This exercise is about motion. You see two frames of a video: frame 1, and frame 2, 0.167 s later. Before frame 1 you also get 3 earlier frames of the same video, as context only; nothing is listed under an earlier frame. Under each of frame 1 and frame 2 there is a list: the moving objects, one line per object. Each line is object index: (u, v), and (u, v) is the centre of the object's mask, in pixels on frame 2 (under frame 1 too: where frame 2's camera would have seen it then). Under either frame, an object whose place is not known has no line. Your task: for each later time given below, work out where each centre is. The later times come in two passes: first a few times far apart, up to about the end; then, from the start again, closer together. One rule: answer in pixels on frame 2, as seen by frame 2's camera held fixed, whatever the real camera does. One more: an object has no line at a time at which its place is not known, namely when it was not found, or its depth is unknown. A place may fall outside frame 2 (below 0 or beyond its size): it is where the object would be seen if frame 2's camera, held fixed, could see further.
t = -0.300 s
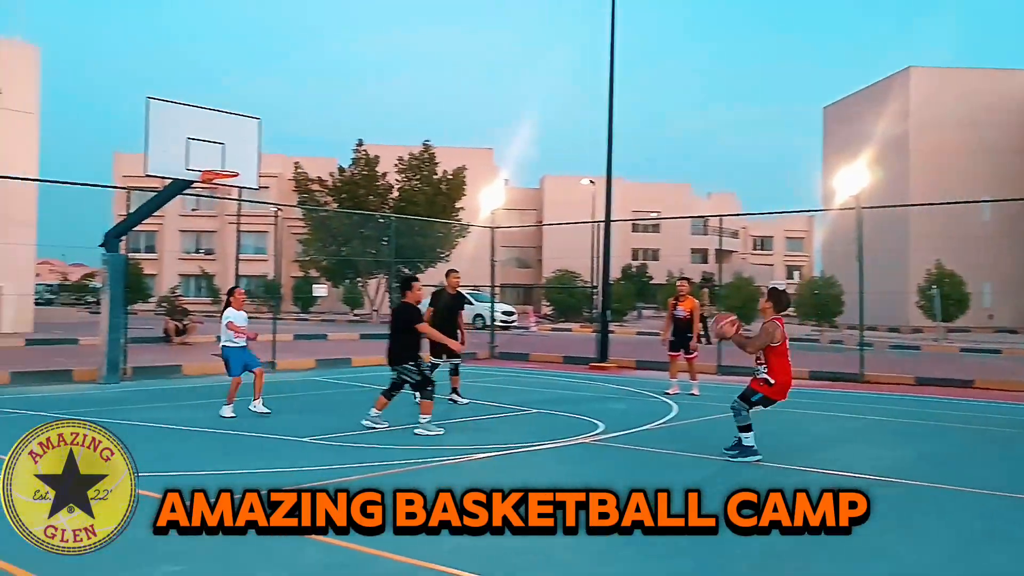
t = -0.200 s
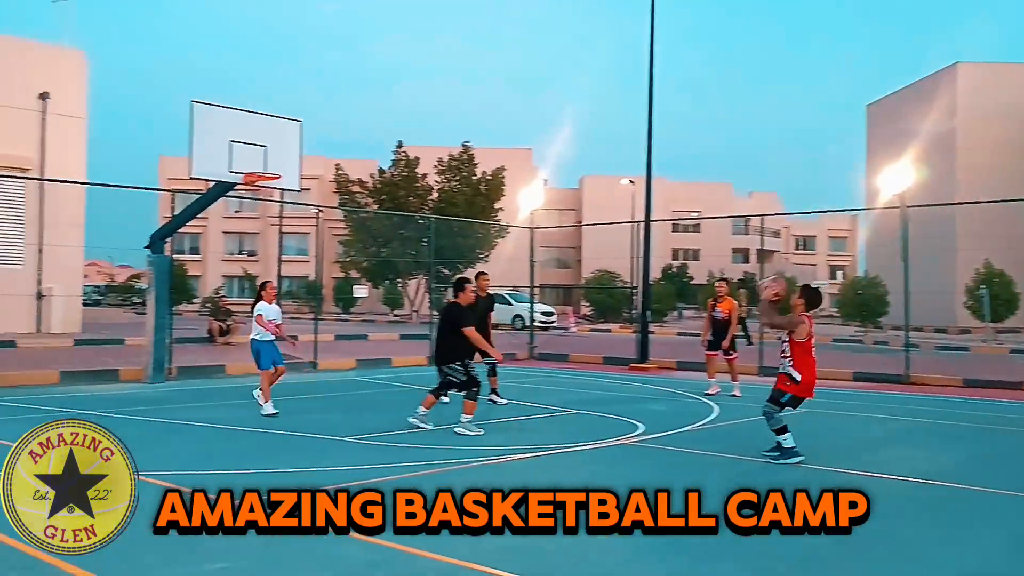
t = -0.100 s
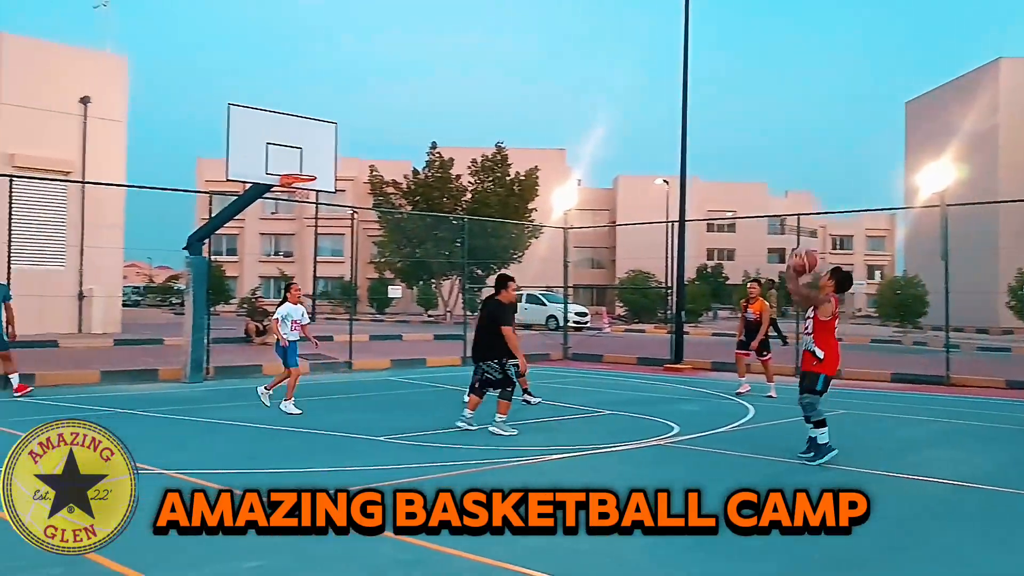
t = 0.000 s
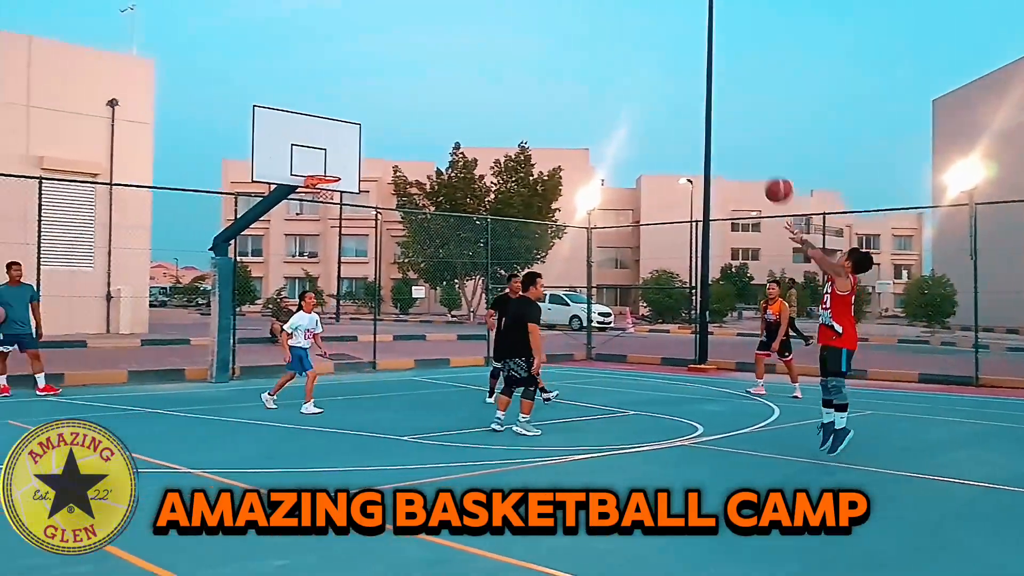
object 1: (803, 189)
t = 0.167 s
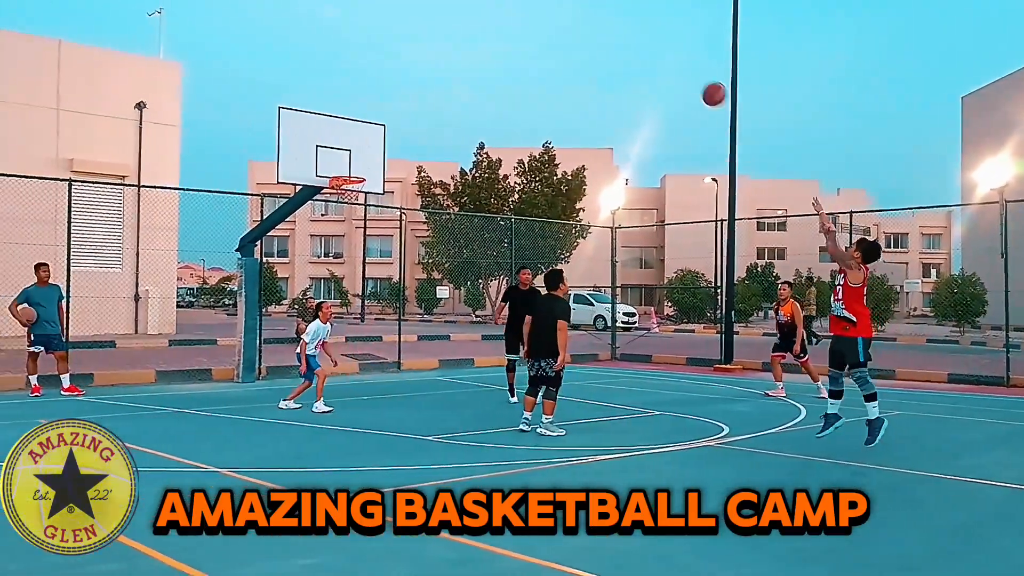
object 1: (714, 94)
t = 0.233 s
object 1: (683, 67)
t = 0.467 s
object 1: (588, 20)
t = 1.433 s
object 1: (412, 159)
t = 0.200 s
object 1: (698, 80)
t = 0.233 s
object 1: (683, 67)
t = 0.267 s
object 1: (668, 57)
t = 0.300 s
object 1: (653, 48)
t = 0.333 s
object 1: (640, 40)
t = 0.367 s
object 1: (626, 33)
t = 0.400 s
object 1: (613, 28)
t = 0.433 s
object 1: (600, 23)
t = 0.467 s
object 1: (588, 20)
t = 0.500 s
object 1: (576, 18)
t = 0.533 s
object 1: (564, 17)
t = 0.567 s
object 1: (553, 17)
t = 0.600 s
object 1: (542, 18)
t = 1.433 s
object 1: (412, 159)
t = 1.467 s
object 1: (419, 159)
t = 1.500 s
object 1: (425, 159)
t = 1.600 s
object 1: (448, 166)
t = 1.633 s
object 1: (455, 170)
